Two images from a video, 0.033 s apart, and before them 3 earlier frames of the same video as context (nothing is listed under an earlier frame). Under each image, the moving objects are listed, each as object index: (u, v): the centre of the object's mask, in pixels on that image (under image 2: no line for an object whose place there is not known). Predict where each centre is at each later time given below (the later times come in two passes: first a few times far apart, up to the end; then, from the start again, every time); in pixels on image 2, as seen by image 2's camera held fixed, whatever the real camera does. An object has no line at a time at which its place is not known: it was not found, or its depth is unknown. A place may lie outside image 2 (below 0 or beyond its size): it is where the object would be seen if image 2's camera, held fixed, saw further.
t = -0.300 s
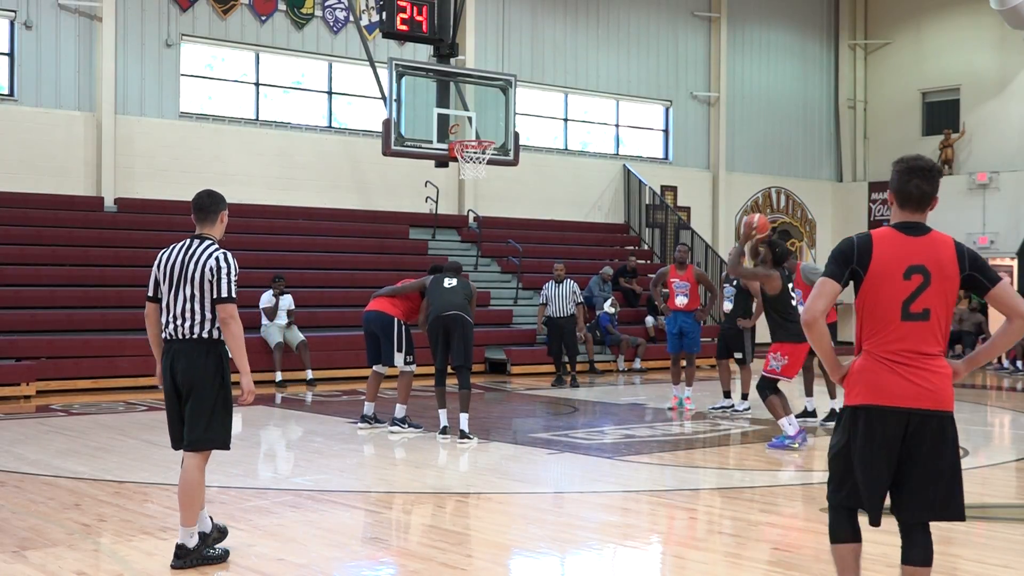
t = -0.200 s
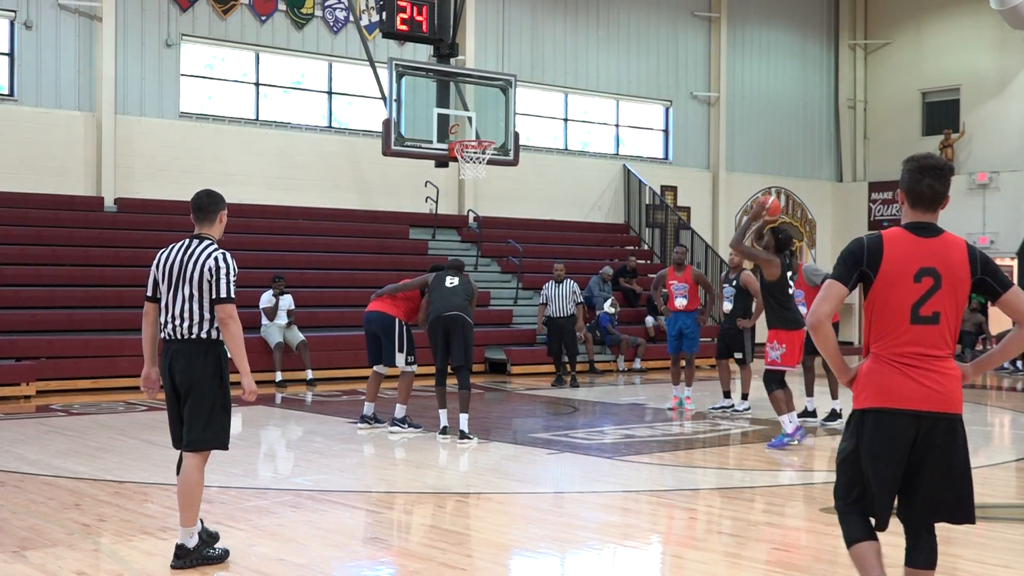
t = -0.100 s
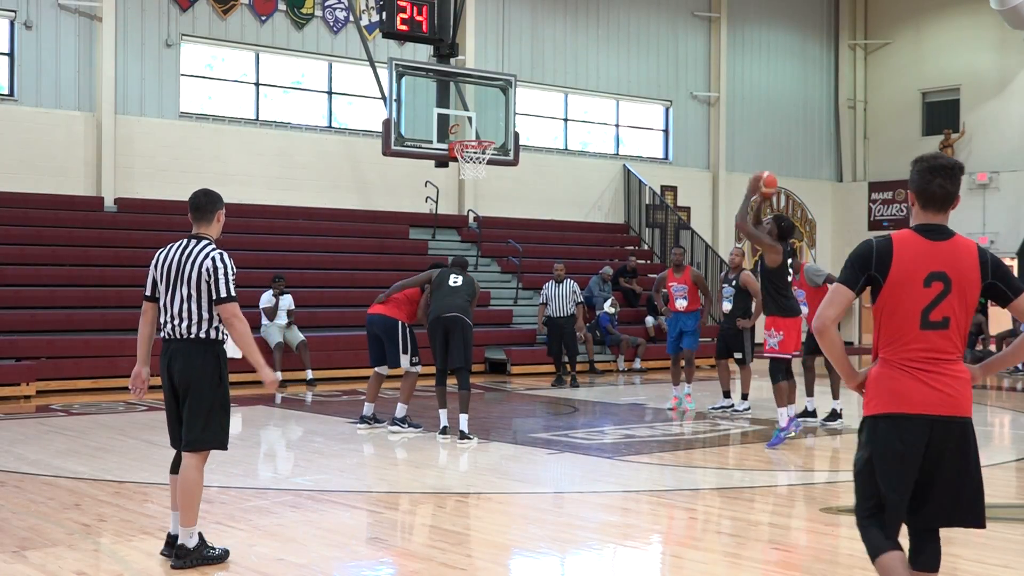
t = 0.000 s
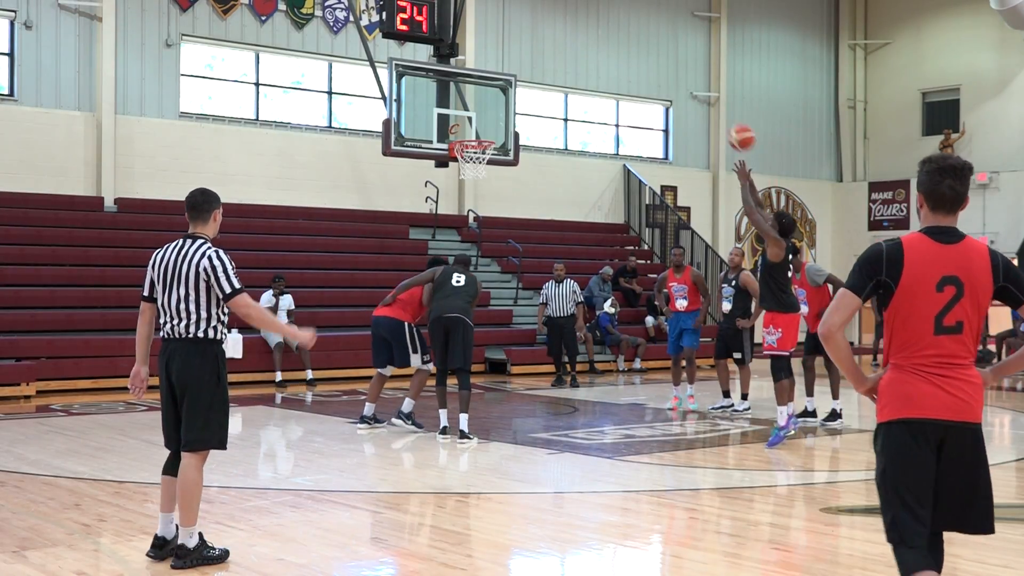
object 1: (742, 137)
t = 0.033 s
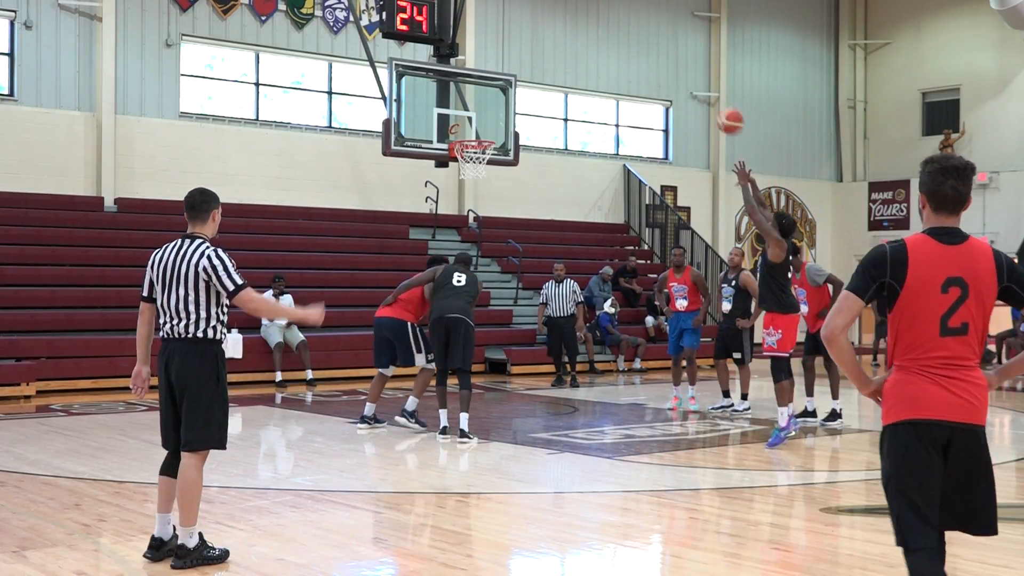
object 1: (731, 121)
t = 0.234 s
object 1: (667, 51)
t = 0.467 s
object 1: (603, 24)
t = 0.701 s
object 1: (545, 48)
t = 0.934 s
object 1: (493, 115)
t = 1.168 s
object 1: (460, 177)
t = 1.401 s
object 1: (444, 236)
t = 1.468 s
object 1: (439, 262)
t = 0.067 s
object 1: (720, 106)
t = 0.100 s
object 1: (709, 93)
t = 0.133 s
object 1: (699, 79)
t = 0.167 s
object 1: (688, 69)
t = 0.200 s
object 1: (677, 59)
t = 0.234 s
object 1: (667, 51)
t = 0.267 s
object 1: (658, 43)
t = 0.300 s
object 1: (648, 37)
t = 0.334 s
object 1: (639, 32)
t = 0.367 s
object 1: (629, 29)
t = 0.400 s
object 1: (621, 26)
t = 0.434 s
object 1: (612, 25)
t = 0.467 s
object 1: (603, 24)
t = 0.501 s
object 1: (594, 24)
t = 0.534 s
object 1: (586, 26)
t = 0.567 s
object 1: (577, 28)
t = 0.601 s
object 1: (569, 32)
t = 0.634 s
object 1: (561, 37)
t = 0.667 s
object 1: (553, 41)
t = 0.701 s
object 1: (545, 48)
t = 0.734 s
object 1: (537, 55)
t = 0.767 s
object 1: (530, 63)
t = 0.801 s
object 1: (523, 72)
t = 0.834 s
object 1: (515, 81)
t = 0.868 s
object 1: (507, 92)
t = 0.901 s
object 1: (500, 103)
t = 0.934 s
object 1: (493, 115)
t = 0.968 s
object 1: (486, 128)
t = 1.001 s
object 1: (479, 139)
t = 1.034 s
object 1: (479, 148)
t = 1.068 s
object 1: (469, 166)
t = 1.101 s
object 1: (464, 168)
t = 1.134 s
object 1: (463, 172)
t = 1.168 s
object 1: (460, 177)
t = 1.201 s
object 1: (458, 183)
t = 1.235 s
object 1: (456, 190)
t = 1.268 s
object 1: (453, 197)
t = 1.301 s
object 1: (451, 206)
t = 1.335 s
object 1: (449, 216)
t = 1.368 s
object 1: (446, 226)
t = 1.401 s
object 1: (444, 236)
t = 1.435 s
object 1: (442, 249)
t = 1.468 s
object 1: (439, 262)
